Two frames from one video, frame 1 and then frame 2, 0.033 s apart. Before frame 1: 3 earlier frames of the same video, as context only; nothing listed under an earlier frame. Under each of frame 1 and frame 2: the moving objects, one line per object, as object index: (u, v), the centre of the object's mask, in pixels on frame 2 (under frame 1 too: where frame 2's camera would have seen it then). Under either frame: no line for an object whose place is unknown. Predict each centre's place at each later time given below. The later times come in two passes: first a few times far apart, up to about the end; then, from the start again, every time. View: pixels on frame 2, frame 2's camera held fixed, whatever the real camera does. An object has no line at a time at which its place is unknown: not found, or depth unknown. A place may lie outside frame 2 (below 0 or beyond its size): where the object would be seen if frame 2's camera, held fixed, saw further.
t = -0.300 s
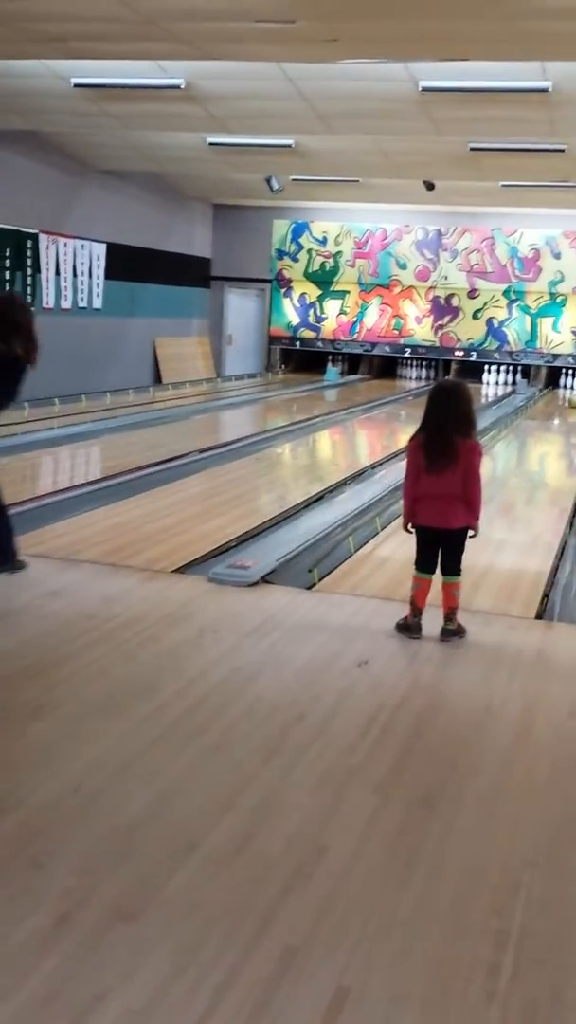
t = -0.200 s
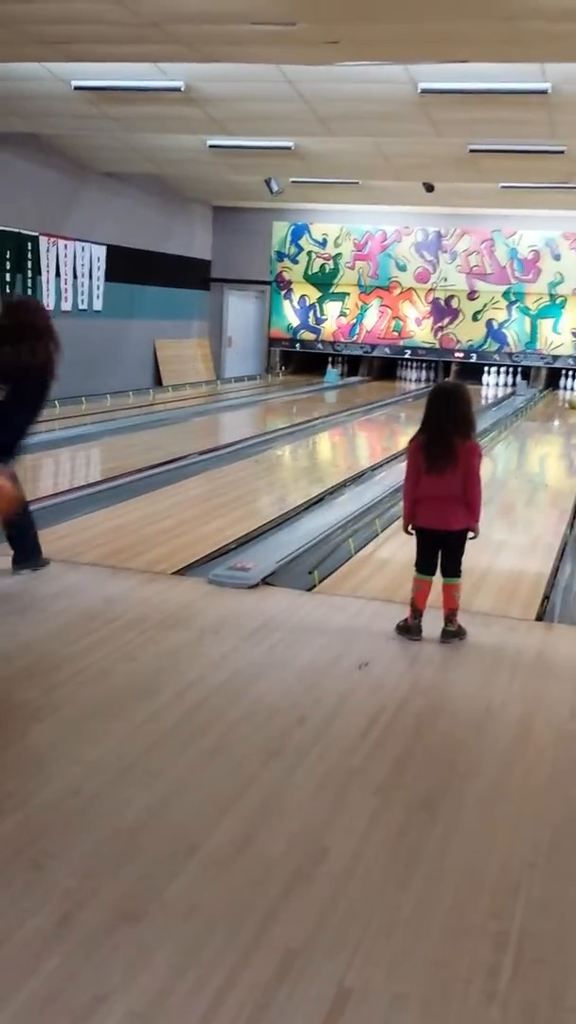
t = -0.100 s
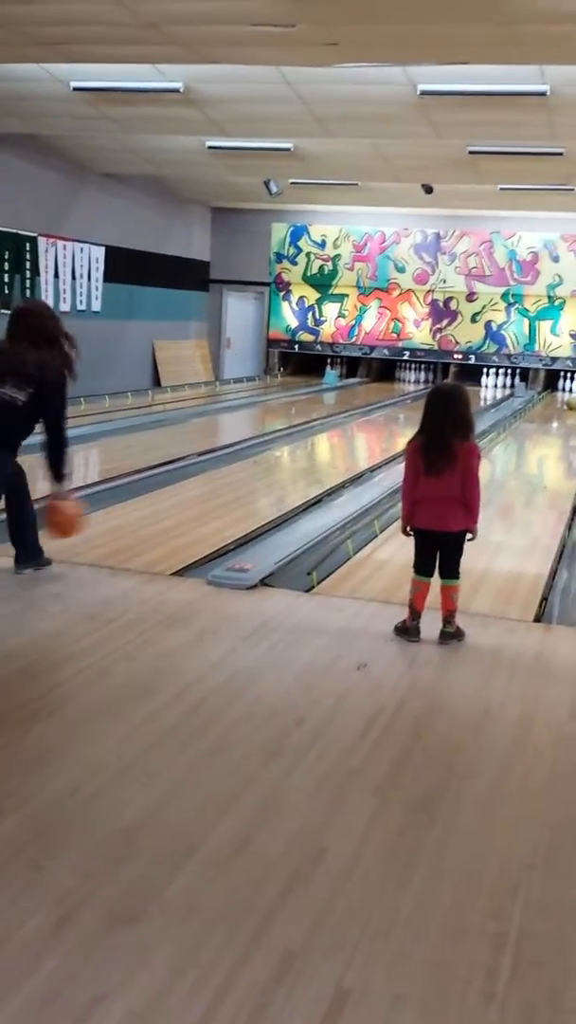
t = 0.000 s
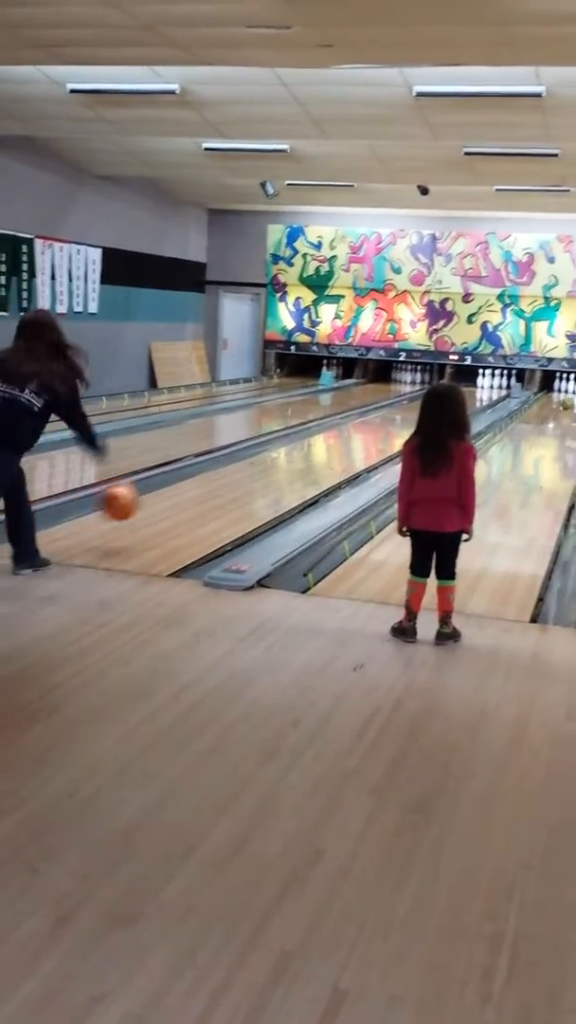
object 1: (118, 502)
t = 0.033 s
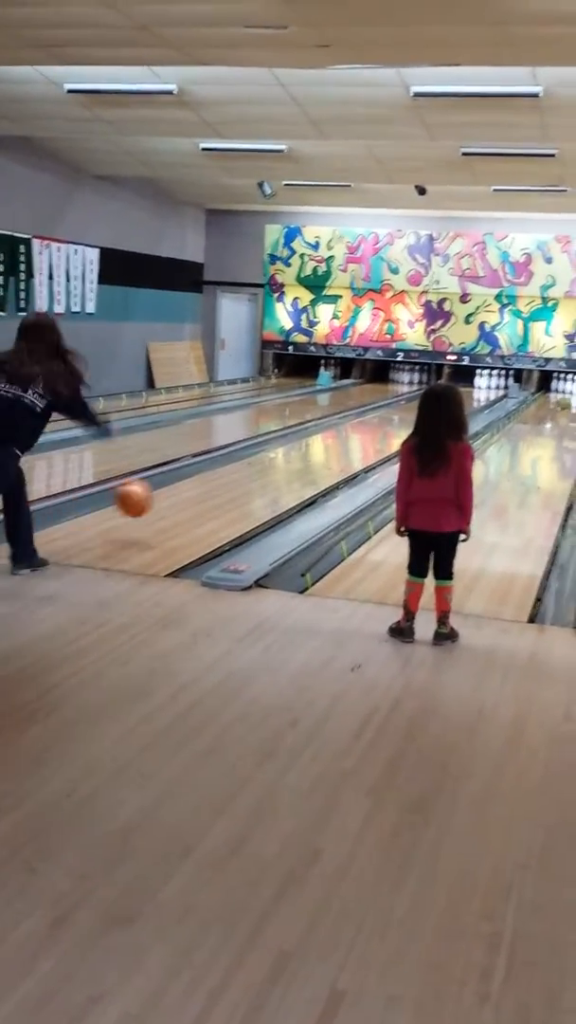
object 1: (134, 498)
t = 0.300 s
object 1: (235, 483)
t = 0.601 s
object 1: (306, 453)
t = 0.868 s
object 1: (349, 436)
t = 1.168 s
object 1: (385, 421)
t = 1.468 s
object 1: (411, 409)
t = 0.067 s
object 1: (150, 497)
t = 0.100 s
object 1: (164, 498)
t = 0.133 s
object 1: (178, 501)
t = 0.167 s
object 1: (190, 503)
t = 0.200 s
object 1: (203, 498)
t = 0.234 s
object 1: (214, 492)
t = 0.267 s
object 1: (225, 487)
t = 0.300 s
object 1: (235, 483)
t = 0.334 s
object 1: (245, 480)
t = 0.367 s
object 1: (254, 475)
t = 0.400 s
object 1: (263, 471)
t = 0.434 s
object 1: (271, 468)
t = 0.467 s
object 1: (279, 464)
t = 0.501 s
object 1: (286, 462)
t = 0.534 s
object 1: (294, 459)
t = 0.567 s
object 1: (300, 456)
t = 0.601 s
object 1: (306, 453)
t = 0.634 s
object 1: (312, 451)
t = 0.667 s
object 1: (318, 446)
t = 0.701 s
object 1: (326, 445)
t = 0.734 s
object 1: (330, 443)
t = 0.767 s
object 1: (335, 441)
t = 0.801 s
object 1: (341, 439)
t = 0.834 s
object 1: (344, 438)
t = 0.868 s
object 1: (349, 436)
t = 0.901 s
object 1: (354, 434)
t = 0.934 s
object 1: (359, 432)
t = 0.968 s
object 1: (363, 430)
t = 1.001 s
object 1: (367, 429)
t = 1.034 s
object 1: (370, 428)
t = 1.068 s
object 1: (374, 426)
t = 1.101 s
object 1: (378, 425)
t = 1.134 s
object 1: (382, 422)
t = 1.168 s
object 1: (385, 421)
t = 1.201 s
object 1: (387, 419)
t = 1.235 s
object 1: (391, 417)
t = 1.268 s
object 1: (394, 416)
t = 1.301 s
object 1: (398, 414)
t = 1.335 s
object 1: (401, 413)
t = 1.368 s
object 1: (403, 412)
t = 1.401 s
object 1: (405, 411)
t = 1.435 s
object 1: (407, 410)
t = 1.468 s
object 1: (411, 409)
